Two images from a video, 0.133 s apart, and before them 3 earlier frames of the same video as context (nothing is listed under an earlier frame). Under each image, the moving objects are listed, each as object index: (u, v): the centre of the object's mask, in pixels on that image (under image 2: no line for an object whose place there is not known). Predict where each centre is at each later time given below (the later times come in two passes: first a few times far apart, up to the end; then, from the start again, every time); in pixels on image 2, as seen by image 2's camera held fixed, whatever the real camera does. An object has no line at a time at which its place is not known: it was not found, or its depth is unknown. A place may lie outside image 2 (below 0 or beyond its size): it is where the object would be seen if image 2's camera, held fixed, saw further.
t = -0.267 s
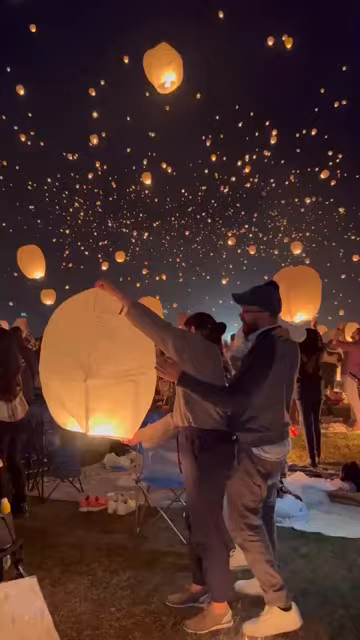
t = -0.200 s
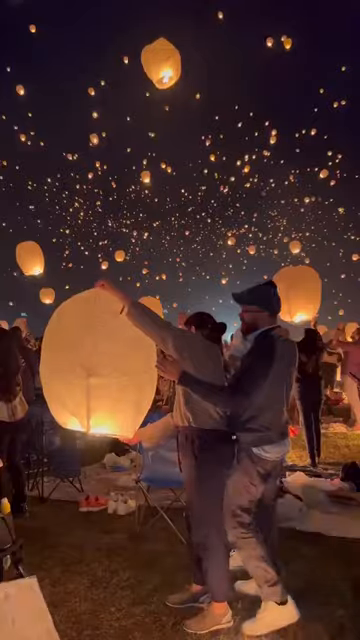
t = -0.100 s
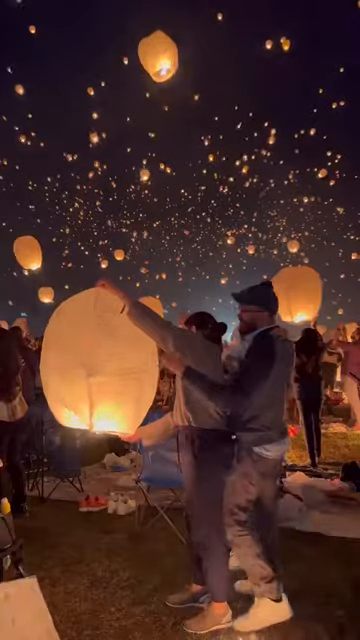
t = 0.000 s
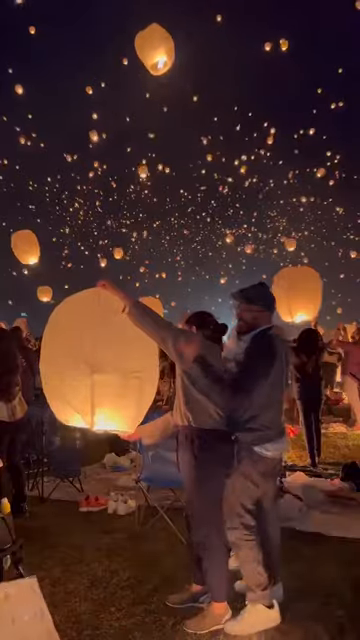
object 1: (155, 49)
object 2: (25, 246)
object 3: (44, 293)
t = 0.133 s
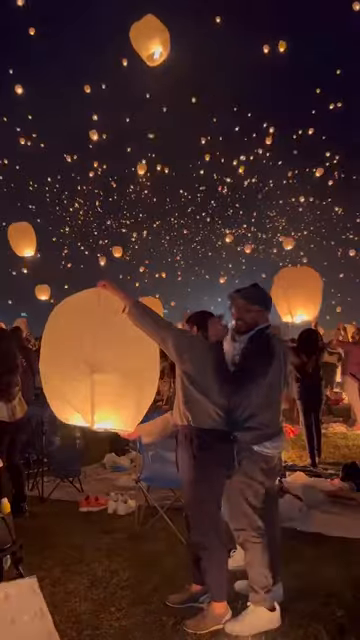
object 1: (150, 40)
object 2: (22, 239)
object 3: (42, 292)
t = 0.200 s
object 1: (148, 35)
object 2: (20, 235)
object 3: (42, 291)
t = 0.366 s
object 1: (141, 24)
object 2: (16, 224)
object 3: (39, 289)
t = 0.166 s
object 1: (149, 37)
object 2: (21, 237)
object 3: (42, 291)
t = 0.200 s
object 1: (148, 35)
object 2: (20, 235)
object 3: (42, 291)
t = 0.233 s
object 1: (147, 33)
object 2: (19, 233)
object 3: (41, 291)
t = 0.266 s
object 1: (145, 31)
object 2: (18, 231)
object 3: (40, 290)
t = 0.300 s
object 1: (144, 28)
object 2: (17, 228)
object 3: (40, 290)
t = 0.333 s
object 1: (142, 26)
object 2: (16, 226)
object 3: (39, 289)
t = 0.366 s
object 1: (141, 24)
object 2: (16, 224)
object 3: (39, 289)
